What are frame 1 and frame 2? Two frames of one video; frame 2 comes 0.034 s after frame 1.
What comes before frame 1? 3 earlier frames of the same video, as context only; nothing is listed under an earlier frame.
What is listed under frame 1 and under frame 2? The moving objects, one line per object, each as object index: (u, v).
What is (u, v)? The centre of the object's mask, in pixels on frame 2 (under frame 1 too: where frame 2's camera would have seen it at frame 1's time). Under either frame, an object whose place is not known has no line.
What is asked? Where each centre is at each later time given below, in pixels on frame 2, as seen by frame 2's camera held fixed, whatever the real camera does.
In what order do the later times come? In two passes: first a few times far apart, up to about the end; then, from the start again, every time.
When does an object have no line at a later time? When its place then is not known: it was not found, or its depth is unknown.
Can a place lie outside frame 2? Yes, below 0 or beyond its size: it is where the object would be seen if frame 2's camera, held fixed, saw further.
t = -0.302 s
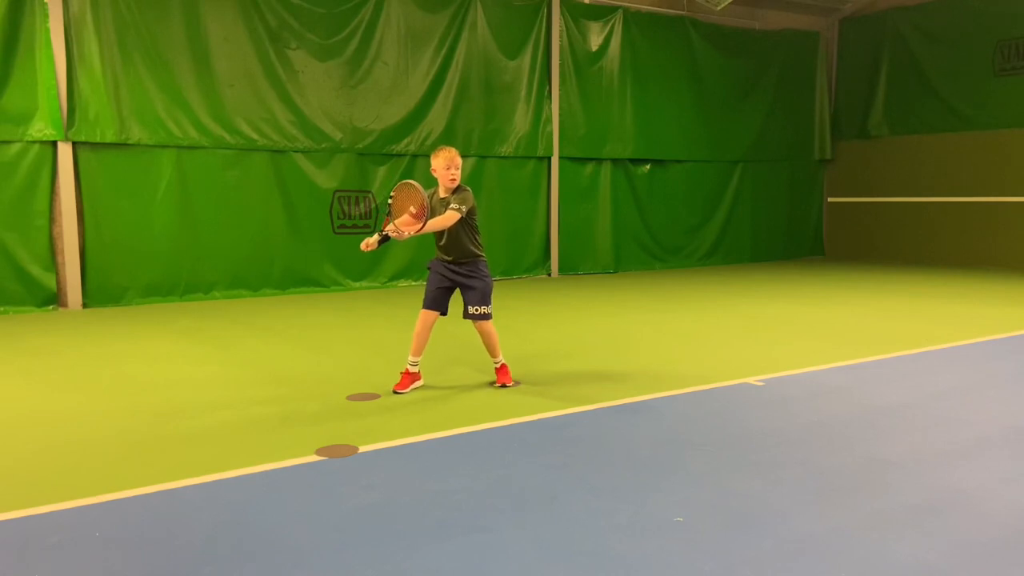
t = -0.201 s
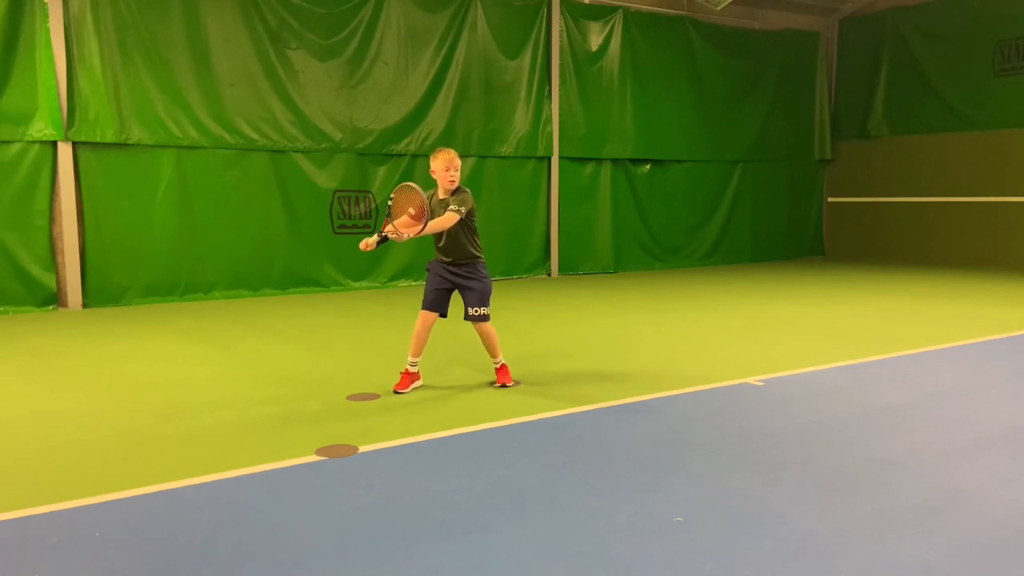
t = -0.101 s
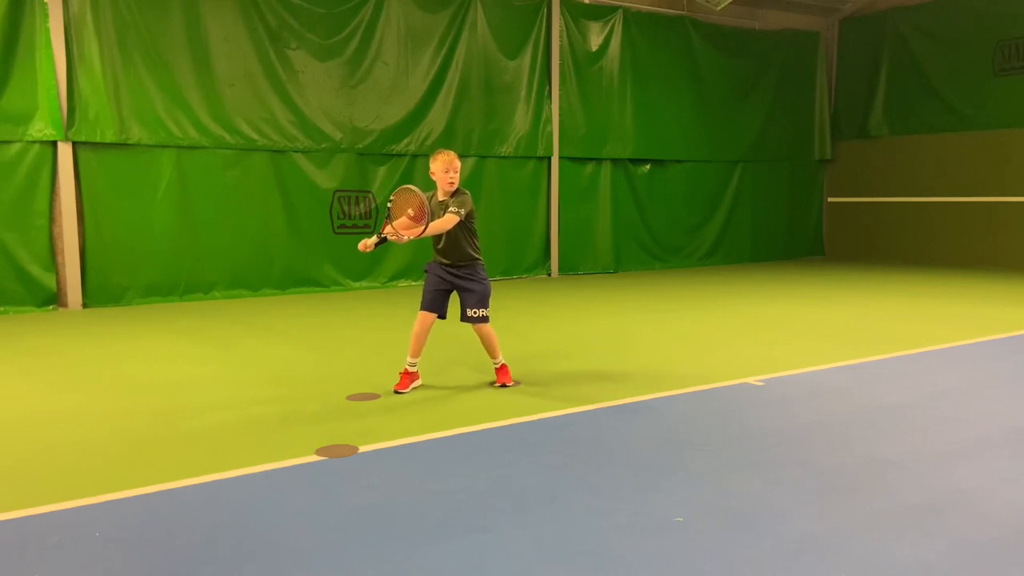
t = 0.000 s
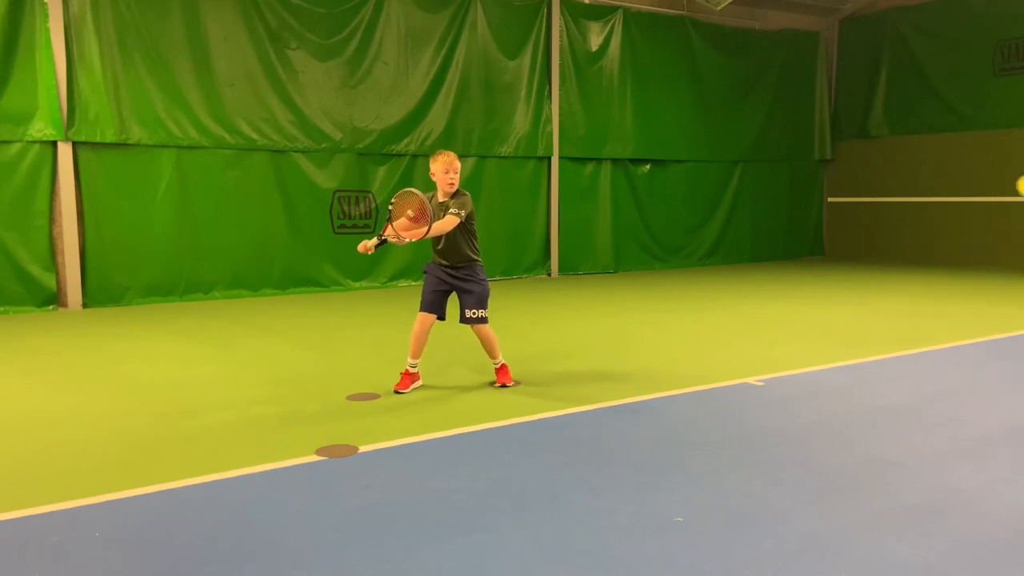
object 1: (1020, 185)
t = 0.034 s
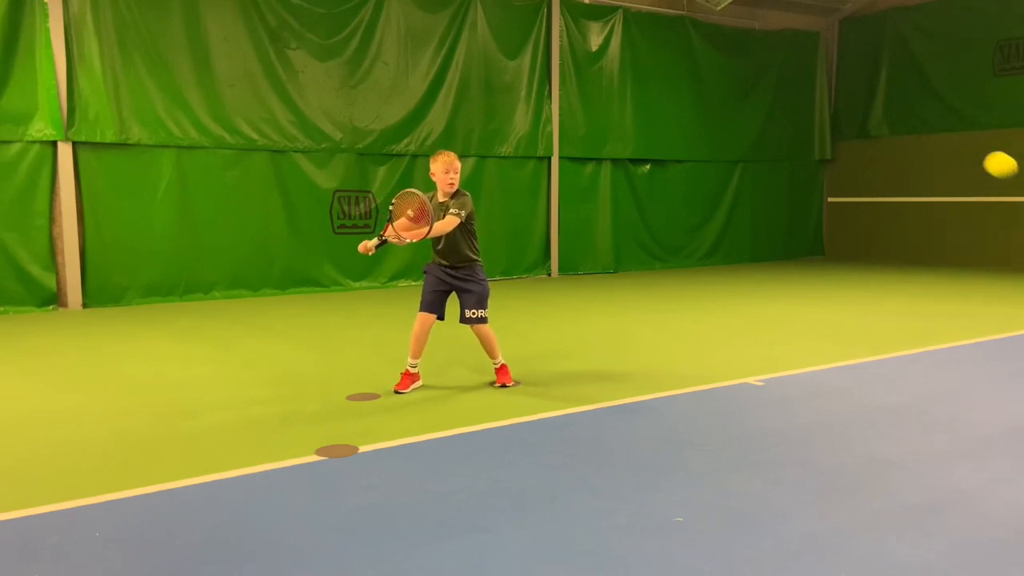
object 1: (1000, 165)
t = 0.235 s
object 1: (816, 112)
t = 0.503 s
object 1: (616, 219)
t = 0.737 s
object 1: (484, 425)
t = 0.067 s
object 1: (968, 146)
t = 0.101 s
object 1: (936, 132)
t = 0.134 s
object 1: (905, 121)
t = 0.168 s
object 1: (874, 114)
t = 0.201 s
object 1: (844, 111)
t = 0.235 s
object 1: (816, 112)
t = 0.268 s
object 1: (788, 115)
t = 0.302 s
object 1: (761, 122)
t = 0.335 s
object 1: (734, 132)
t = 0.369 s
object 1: (709, 145)
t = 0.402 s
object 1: (685, 160)
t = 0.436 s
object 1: (661, 178)
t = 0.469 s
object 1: (638, 197)
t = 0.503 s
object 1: (616, 219)
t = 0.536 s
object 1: (595, 244)
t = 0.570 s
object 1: (575, 269)
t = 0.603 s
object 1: (555, 297)
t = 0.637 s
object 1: (536, 326)
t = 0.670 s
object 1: (519, 357)
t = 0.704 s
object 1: (502, 389)
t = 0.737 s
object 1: (484, 425)
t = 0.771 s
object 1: (468, 451)
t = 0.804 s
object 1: (455, 418)
